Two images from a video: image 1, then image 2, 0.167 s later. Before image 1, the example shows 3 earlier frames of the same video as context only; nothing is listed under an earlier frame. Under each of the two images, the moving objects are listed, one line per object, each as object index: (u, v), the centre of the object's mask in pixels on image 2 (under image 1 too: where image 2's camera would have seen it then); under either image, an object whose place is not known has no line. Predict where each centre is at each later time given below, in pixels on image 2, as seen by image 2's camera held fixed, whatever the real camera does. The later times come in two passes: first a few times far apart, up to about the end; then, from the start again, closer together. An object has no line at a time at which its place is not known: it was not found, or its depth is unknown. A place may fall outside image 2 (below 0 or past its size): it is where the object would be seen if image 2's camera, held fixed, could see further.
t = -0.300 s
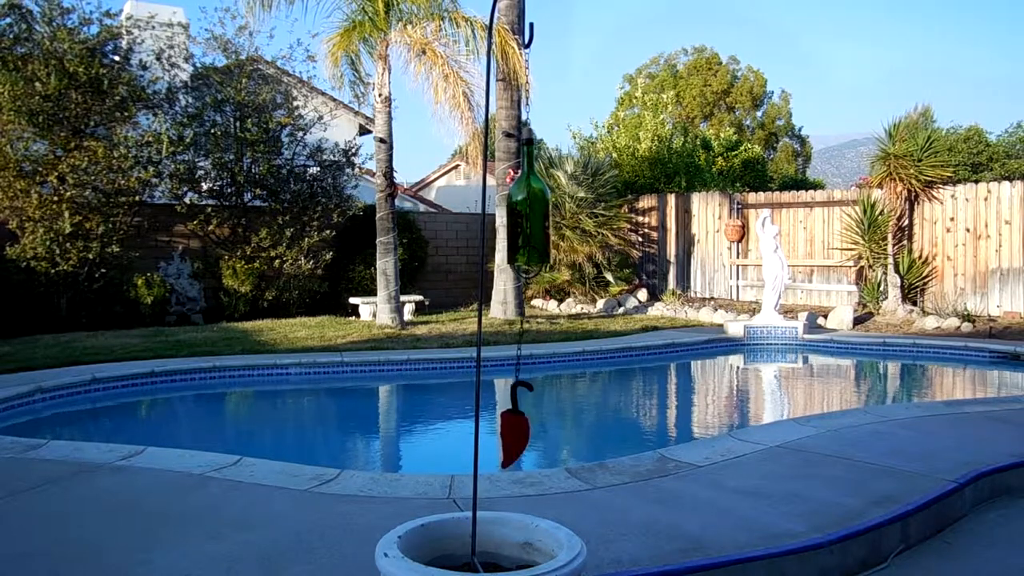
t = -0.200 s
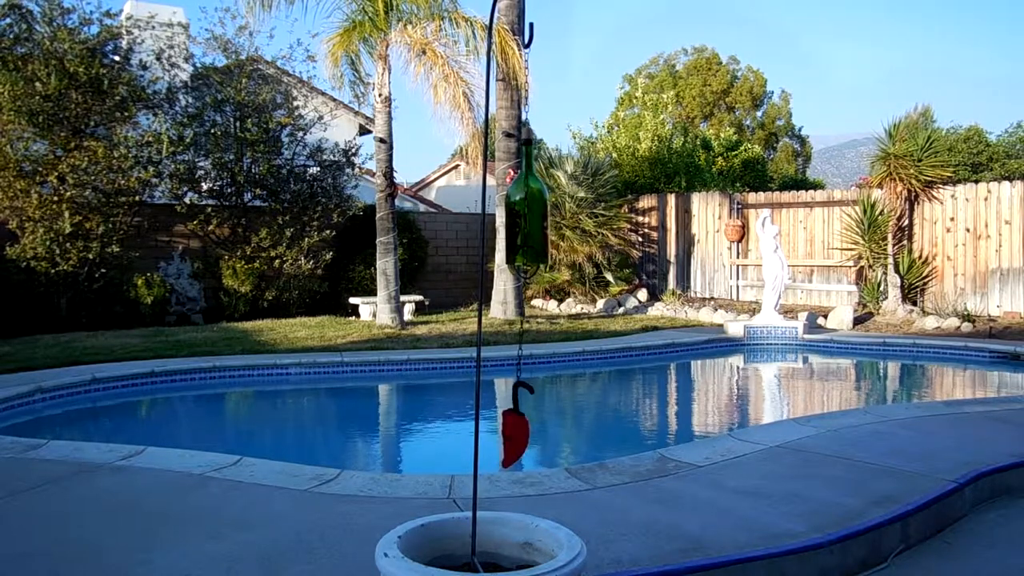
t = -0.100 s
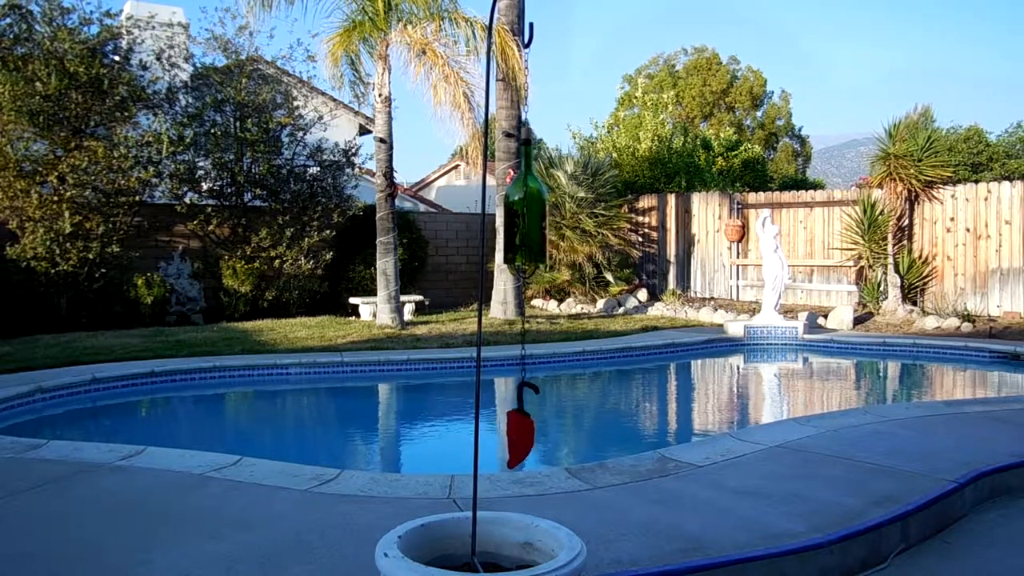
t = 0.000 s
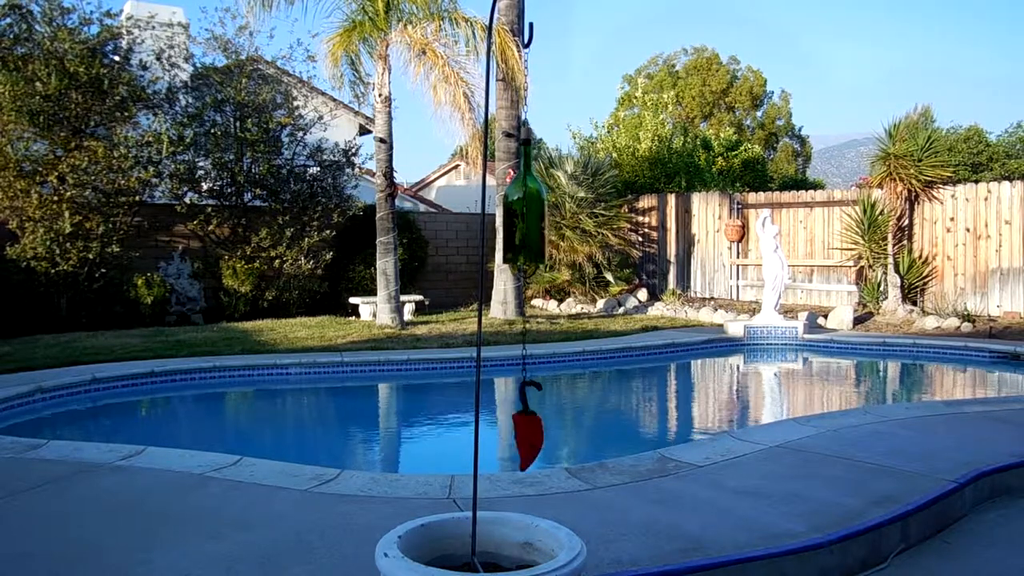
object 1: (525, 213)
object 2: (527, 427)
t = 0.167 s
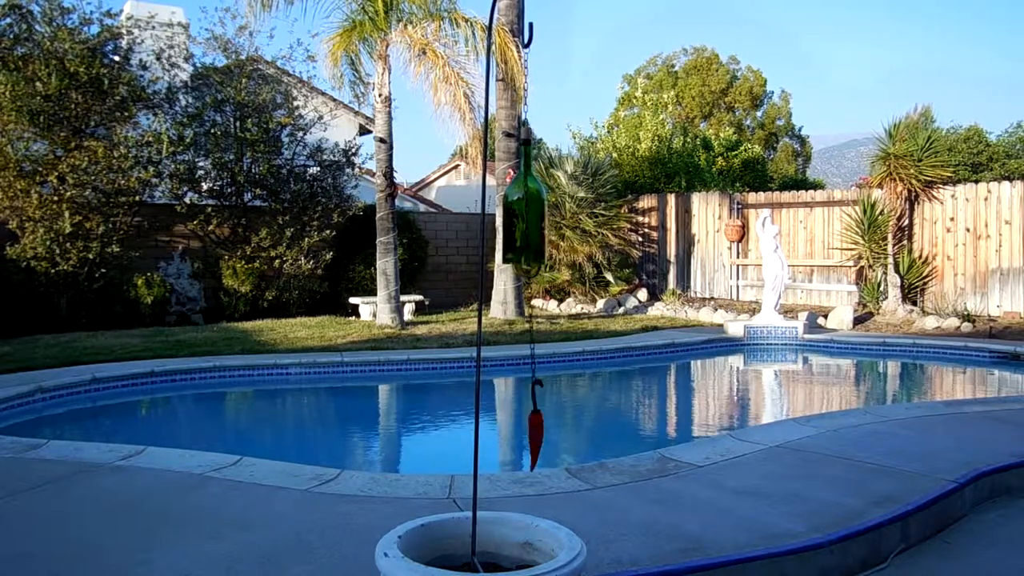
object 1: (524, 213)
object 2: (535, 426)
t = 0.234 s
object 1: (525, 213)
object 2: (533, 432)
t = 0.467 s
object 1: (529, 213)
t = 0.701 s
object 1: (531, 212)
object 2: (509, 437)
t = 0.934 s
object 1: (528, 212)
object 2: (520, 438)
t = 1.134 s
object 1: (525, 213)
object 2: (542, 433)
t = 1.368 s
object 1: (525, 213)
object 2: (550, 427)
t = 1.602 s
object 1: (531, 212)
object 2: (537, 429)
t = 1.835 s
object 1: (534, 213)
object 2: (524, 433)
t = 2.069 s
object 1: (529, 212)
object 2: (529, 436)
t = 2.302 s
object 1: (524, 213)
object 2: (539, 434)
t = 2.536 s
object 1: (524, 213)
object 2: (533, 430)
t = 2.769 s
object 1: (528, 212)
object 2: (521, 427)
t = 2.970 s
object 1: (532, 212)
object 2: (524, 426)
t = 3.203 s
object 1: (531, 212)
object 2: (544, 431)
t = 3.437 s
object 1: (527, 212)
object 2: (558, 431)
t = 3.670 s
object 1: (526, 212)
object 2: (541, 434)
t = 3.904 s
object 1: (528, 211)
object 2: (511, 431)
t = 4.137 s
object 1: (528, 211)
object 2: (505, 427)
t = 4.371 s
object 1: (527, 212)
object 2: (527, 428)
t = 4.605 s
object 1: (527, 212)
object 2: (548, 430)
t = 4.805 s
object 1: (528, 212)
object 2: (546, 433)
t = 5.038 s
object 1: (530, 211)
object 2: (522, 436)
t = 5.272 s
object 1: (528, 212)
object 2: (506, 433)
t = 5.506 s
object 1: (525, 213)
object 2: (521, 429)
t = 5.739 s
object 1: (524, 213)
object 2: (543, 426)
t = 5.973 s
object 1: (528, 211)
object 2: (547, 428)
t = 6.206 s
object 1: (533, 212)
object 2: (537, 430)
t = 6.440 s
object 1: (532, 212)
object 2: (530, 432)
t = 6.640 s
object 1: (527, 212)
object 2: (531, 432)
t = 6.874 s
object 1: (524, 213)
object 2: (535, 432)
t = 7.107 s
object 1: (526, 214)
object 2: (536, 429)
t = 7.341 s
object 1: (532, 212)
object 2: (538, 427)
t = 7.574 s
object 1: (534, 214)
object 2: (544, 427)
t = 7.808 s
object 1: (530, 213)
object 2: (550, 430)
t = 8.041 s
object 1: (526, 214)
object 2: (550, 431)
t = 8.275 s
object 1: (525, 213)
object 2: (543, 430)
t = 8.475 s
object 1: (528, 213)
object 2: (542, 429)
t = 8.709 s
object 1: (533, 213)
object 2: (552, 429)
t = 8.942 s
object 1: (533, 213)
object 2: (563, 428)
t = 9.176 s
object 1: (530, 213)
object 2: (562, 428)
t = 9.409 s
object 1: (527, 213)
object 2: (547, 432)
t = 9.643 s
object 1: (527, 213)
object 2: (531, 432)
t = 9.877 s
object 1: (529, 212)
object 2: (527, 432)
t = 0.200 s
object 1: (525, 213)
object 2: (535, 426)
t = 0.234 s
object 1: (525, 213)
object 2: (533, 432)
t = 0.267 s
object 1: (525, 213)
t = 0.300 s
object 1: (526, 213)
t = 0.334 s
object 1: (527, 213)
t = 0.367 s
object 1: (527, 213)
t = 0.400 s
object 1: (528, 213)
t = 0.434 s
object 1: (528, 213)
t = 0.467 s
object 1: (529, 213)
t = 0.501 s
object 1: (530, 212)
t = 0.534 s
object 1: (530, 213)
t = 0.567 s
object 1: (531, 213)
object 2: (510, 448)
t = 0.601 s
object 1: (531, 213)
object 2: (509, 446)
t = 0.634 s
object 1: (531, 212)
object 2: (510, 437)
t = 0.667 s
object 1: (531, 212)
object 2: (509, 436)
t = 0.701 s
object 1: (531, 212)
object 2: (509, 437)
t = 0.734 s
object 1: (531, 212)
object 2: (509, 437)
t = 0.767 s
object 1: (531, 212)
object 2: (510, 438)
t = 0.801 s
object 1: (530, 212)
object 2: (511, 438)
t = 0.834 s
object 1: (530, 212)
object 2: (512, 438)
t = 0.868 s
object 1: (529, 212)
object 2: (514, 438)
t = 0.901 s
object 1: (529, 212)
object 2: (517, 438)
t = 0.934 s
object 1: (528, 212)
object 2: (520, 438)
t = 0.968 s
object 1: (528, 212)
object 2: (524, 437)
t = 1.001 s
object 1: (527, 212)
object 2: (527, 437)
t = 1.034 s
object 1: (526, 213)
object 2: (531, 436)
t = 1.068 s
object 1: (526, 213)
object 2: (535, 435)
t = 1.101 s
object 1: (525, 213)
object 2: (539, 434)
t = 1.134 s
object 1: (525, 213)
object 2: (542, 433)
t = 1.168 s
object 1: (525, 213)
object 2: (544, 431)
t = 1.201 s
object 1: (524, 213)
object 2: (547, 431)
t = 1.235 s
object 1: (524, 213)
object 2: (548, 429)
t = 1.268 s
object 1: (524, 213)
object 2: (550, 428)
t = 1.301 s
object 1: (524, 213)
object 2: (550, 428)
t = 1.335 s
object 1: (524, 213)
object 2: (551, 427)
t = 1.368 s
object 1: (525, 213)
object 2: (550, 427)
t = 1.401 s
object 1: (526, 213)
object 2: (550, 427)
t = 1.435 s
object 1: (527, 213)
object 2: (548, 427)
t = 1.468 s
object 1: (528, 213)
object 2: (547, 427)
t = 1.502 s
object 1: (528, 213)
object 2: (545, 427)
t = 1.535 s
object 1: (529, 213)
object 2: (542, 428)
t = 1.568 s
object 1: (530, 212)
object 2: (540, 428)
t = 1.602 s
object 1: (531, 212)
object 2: (537, 429)
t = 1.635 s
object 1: (531, 212)
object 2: (535, 429)
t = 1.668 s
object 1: (532, 212)
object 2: (532, 430)
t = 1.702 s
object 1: (533, 212)
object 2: (530, 431)
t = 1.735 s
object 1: (533, 212)
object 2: (528, 432)
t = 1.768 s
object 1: (533, 212)
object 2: (526, 432)
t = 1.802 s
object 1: (534, 212)
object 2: (525, 433)
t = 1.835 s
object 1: (534, 213)
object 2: (524, 433)
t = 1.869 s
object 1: (534, 213)
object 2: (524, 434)
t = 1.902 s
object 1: (533, 213)
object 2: (524, 434)
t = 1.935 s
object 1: (533, 212)
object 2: (524, 435)
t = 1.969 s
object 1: (532, 213)
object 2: (525, 435)
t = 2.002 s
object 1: (531, 212)
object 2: (526, 436)
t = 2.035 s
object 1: (530, 212)
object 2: (527, 436)
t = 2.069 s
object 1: (529, 212)
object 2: (529, 436)
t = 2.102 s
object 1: (528, 212)
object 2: (531, 436)
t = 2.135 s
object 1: (528, 213)
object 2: (533, 436)
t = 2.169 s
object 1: (527, 213)
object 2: (535, 436)
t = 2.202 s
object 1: (526, 213)
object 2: (537, 435)
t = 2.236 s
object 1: (525, 214)
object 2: (538, 435)
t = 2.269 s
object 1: (524, 213)
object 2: (539, 434)
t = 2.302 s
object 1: (524, 213)
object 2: (539, 434)
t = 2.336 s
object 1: (523, 213)
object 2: (539, 434)
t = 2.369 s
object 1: (523, 213)
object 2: (539, 433)
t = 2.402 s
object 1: (523, 213)
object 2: (538, 433)
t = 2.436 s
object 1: (523, 213)
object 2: (538, 432)
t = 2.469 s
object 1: (523, 213)
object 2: (536, 431)
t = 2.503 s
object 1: (523, 213)
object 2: (534, 431)
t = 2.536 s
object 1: (524, 213)
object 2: (533, 430)
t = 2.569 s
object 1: (524, 213)
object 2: (531, 429)
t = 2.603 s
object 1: (525, 213)
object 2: (529, 429)
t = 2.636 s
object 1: (525, 213)
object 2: (527, 428)
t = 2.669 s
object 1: (526, 213)
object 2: (525, 428)
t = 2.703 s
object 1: (527, 213)
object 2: (523, 427)
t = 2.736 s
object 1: (528, 212)
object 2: (522, 427)
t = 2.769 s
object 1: (528, 212)
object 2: (521, 427)
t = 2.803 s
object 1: (529, 212)
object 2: (521, 426)
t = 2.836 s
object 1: (530, 212)
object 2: (520, 425)
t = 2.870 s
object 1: (531, 212)
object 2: (520, 426)
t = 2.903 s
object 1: (531, 212)
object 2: (521, 425)
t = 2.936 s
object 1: (531, 212)
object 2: (522, 426)
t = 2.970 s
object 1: (532, 212)
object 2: (524, 426)
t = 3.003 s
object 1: (532, 212)
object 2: (526, 427)
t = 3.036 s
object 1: (532, 212)
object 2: (528, 428)
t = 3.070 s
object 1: (532, 213)
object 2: (531, 428)
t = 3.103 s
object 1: (532, 212)
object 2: (534, 429)
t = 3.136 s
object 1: (532, 213)
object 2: (537, 429)
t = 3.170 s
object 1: (531, 212)
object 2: (540, 430)
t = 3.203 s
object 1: (531, 212)
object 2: (544, 431)
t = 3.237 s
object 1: (530, 212)
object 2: (547, 431)
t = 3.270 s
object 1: (530, 213)
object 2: (550, 431)
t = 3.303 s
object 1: (529, 212)
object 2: (553, 432)
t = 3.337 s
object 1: (529, 212)
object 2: (555, 431)
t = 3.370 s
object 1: (528, 212)
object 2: (557, 432)
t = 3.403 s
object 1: (528, 212)
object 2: (558, 432)
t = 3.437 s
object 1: (527, 212)
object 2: (558, 431)
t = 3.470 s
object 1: (527, 212)
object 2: (558, 432)
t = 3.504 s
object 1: (527, 212)
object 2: (557, 432)
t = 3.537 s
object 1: (527, 212)
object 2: (555, 432)
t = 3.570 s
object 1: (526, 212)
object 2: (552, 433)
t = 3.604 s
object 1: (526, 212)
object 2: (549, 433)
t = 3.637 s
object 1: (526, 212)
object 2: (545, 433)
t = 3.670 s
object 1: (526, 212)
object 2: (541, 434)
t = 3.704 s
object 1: (527, 212)
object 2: (537, 434)
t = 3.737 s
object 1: (527, 212)
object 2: (532, 433)
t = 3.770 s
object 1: (527, 212)
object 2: (527, 433)
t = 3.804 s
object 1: (527, 212)
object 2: (523, 433)
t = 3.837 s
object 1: (527, 212)
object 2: (518, 432)
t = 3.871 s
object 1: (528, 211)
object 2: (515, 431)
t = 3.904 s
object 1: (528, 211)
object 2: (511, 431)
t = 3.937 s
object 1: (528, 211)
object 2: (509, 430)
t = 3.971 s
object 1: (528, 211)
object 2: (506, 429)
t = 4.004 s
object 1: (528, 211)
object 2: (505, 428)
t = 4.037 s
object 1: (528, 211)
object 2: (504, 428)
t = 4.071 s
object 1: (528, 211)
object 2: (504, 427)
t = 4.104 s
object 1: (528, 211)
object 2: (504, 427)
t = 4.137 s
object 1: (528, 211)
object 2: (505, 427)
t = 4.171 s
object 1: (528, 211)
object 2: (507, 427)
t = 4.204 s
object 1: (528, 212)
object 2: (509, 427)
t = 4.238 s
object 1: (528, 212)
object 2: (513, 427)
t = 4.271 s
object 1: (528, 212)
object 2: (516, 428)
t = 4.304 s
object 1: (527, 212)
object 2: (519, 428)
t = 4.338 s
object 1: (527, 212)
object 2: (523, 428)
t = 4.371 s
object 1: (527, 212)
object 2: (527, 428)
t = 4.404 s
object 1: (527, 212)
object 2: (531, 429)
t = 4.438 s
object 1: (527, 212)
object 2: (535, 429)
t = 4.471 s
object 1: (527, 213)
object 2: (539, 429)
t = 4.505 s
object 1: (527, 213)
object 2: (542, 429)
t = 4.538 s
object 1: (527, 212)
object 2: (544, 430)
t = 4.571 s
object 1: (527, 212)
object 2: (547, 430)
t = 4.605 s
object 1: (527, 212)
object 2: (548, 430)
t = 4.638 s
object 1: (527, 212)
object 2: (549, 431)
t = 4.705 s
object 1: (527, 212)
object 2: (550, 431)
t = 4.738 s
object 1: (527, 212)
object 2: (549, 432)
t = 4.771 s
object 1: (528, 212)
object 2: (548, 432)
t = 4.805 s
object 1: (528, 212)
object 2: (546, 433)
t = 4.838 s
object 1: (528, 212)
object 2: (543, 434)
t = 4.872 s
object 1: (529, 212)
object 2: (540, 434)
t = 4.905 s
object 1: (529, 212)
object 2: (537, 435)
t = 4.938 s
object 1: (529, 211)
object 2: (533, 435)
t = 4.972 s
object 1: (530, 212)
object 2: (529, 435)
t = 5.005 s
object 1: (530, 211)
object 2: (526, 435)
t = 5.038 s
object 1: (530, 211)
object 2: (522, 436)
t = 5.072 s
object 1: (530, 212)
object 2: (518, 435)
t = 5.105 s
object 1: (530, 212)
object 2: (515, 435)
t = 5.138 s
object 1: (530, 212)
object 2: (512, 434)
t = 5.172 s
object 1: (530, 212)
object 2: (510, 434)
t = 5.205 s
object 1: (529, 212)
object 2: (508, 433)
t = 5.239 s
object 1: (529, 212)
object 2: (507, 433)
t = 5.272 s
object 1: (528, 212)
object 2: (506, 433)
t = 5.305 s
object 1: (528, 212)
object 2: (507, 432)
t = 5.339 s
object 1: (528, 212)
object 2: (507, 432)
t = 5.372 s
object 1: (527, 212)
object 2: (509, 431)
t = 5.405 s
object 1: (526, 212)
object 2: (512, 431)
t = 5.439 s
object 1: (526, 213)
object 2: (514, 431)
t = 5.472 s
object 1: (525, 213)
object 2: (517, 430)
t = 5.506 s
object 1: (525, 213)
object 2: (521, 429)
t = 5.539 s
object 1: (525, 213)
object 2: (524, 429)
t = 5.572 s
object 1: (524, 213)
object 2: (528, 428)
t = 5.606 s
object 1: (524, 213)
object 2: (531, 427)
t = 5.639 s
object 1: (524, 213)
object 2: (535, 427)
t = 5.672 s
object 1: (524, 213)
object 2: (538, 427)
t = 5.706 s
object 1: (524, 213)
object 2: (541, 426)
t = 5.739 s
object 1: (524, 213)
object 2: (543, 426)
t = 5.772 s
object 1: (525, 213)
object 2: (545, 426)
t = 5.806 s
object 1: (525, 213)
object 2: (547, 426)
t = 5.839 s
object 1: (526, 213)
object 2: (548, 426)
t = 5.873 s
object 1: (526, 213)
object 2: (548, 426)
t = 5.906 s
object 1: (527, 212)
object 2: (548, 426)
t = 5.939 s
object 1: (528, 212)
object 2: (548, 427)
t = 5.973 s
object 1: (528, 211)
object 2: (547, 428)
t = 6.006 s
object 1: (529, 211)
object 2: (546, 428)
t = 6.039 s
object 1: (530, 212)
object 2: (545, 429)
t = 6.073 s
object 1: (531, 212)
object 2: (544, 429)
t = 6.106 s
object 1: (532, 212)
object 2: (542, 430)
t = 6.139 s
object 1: (532, 212)
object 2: (540, 430)
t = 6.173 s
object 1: (533, 212)
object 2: (539, 430)
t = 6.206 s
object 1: (533, 212)
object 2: (537, 430)
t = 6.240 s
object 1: (533, 212)
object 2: (536, 431)
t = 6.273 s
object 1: (533, 212)
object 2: (534, 431)
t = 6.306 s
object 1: (533, 212)
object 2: (533, 431)
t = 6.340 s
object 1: (533, 212)
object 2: (532, 431)
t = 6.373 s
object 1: (533, 212)
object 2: (532, 431)
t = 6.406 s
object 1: (533, 212)
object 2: (531, 432)
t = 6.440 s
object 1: (532, 212)
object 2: (530, 432)
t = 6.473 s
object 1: (531, 212)
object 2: (530, 432)
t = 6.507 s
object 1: (530, 212)
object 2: (530, 432)
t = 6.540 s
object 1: (529, 212)
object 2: (530, 432)
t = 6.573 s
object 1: (528, 212)
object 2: (530, 432)
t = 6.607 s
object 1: (527, 212)
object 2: (530, 432)
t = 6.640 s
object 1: (527, 212)
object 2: (531, 432)
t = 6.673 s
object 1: (526, 212)
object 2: (531, 433)
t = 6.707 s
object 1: (525, 213)
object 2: (532, 432)
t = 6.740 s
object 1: (525, 213)
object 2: (533, 432)
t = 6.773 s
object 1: (524, 213)
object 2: (534, 432)
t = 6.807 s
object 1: (524, 213)
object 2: (534, 432)
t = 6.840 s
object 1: (524, 213)
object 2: (535, 432)
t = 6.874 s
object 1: (524, 213)
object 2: (535, 432)
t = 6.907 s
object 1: (523, 213)
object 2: (536, 432)
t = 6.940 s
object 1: (523, 213)
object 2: (536, 431)
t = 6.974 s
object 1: (524, 213)
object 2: (536, 431)
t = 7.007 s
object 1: (524, 213)
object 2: (536, 431)
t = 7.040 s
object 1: (524, 213)
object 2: (537, 430)
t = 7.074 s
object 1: (525, 213)
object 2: (536, 430)
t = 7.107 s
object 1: (526, 214)
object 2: (536, 429)
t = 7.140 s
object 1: (527, 213)
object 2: (536, 429)
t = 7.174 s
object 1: (527, 213)
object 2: (536, 429)
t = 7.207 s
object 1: (528, 213)
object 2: (537, 428)
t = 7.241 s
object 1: (529, 212)
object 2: (537, 428)
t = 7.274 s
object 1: (530, 213)
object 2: (537, 427)
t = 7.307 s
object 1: (531, 212)
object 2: (538, 427)
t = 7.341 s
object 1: (532, 212)
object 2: (538, 427)
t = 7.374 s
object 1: (532, 213)
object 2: (539, 427)
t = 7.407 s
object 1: (533, 213)
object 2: (540, 426)
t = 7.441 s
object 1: (534, 213)
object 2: (540, 426)
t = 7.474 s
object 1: (534, 213)
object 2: (541, 427)
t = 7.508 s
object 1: (534, 213)
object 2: (542, 427)
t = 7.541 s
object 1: (534, 214)
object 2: (543, 427)
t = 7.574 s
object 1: (534, 214)
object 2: (544, 427)
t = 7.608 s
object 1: (534, 213)
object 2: (545, 428)
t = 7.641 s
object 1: (534, 213)
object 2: (546, 429)
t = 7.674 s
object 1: (533, 213)
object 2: (547, 429)
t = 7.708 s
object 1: (533, 213)
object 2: (548, 429)
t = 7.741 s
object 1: (532, 213)
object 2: (549, 430)
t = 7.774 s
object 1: (531, 213)
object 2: (549, 430)
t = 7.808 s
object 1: (530, 213)
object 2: (550, 430)
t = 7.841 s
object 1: (530, 213)
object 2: (550, 430)
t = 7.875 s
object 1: (529, 212)
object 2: (551, 430)
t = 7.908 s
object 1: (528, 212)
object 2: (551, 430)
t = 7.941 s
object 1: (528, 213)
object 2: (551, 430)
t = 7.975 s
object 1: (527, 213)
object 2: (551, 430)
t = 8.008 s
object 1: (526, 213)
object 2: (550, 430)
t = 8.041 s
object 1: (526, 214)
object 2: (550, 431)
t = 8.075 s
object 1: (525, 213)
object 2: (550, 430)
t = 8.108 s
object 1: (525, 213)
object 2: (549, 430)
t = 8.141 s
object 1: (525, 213)
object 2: (548, 430)
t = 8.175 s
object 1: (525, 213)
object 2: (547, 430)
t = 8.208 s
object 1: (525, 213)
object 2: (546, 430)
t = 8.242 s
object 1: (525, 213)
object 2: (544, 430)
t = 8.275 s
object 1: (525, 213)
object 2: (543, 430)
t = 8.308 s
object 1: (525, 213)
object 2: (543, 430)
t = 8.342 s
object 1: (526, 213)
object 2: (542, 430)
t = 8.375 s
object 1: (527, 213)
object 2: (541, 429)
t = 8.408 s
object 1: (527, 213)
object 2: (541, 430)
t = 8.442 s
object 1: (528, 212)
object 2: (541, 429)
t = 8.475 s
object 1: (528, 213)
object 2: (542, 429)
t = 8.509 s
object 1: (529, 213)
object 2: (543, 429)
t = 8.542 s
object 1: (530, 213)
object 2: (544, 429)
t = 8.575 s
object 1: (531, 213)
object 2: (545, 429)
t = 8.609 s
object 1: (531, 213)
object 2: (547, 429)
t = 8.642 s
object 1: (532, 213)
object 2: (548, 428)
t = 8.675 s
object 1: (533, 213)
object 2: (550, 428)
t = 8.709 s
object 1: (533, 213)
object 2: (552, 429)
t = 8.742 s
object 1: (533, 213)
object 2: (554, 428)
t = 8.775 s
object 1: (534, 213)
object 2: (556, 428)
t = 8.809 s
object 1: (534, 213)
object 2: (557, 428)
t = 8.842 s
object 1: (534, 213)
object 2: (559, 428)
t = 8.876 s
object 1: (534, 213)
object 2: (561, 428)
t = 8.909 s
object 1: (534, 213)
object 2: (562, 428)
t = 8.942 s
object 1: (533, 213)
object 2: (563, 428)
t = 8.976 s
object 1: (533, 213)
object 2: (563, 427)
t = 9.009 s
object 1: (533, 213)
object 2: (564, 427)
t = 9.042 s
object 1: (532, 213)
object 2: (564, 427)
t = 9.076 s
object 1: (532, 213)
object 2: (564, 427)
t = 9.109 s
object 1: (531, 213)
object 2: (564, 427)
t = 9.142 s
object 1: (531, 213)
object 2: (563, 427)
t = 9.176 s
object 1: (530, 213)
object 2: (562, 428)
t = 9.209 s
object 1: (530, 213)
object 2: (561, 428)
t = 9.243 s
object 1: (529, 213)
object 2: (559, 429)
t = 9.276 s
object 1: (528, 213)
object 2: (557, 429)
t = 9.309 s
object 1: (528, 213)
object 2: (555, 430)
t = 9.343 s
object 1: (528, 213)
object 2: (552, 431)
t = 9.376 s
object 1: (527, 213)
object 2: (550, 431)
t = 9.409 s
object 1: (527, 213)
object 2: (547, 432)
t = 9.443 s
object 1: (527, 213)
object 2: (545, 432)
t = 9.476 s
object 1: (527, 213)
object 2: (542, 432)
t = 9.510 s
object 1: (526, 213)
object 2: (540, 432)
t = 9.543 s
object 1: (526, 213)
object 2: (538, 432)
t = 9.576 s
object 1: (526, 213)
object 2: (535, 432)
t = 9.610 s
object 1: (526, 213)
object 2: (533, 433)
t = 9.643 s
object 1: (527, 213)
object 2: (531, 432)
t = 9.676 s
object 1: (527, 213)
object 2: (530, 432)
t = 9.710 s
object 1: (527, 213)
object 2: (529, 432)
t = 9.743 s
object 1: (527, 213)
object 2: (528, 432)
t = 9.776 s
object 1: (528, 213)
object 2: (527, 432)
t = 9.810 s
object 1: (528, 213)
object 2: (527, 432)
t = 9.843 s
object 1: (528, 213)
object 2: (527, 432)
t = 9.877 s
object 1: (529, 212)
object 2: (527, 432)
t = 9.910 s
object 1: (529, 213)
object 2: (528, 432)
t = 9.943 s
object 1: (529, 213)
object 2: (529, 432)
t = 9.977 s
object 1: (529, 213)
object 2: (531, 432)
